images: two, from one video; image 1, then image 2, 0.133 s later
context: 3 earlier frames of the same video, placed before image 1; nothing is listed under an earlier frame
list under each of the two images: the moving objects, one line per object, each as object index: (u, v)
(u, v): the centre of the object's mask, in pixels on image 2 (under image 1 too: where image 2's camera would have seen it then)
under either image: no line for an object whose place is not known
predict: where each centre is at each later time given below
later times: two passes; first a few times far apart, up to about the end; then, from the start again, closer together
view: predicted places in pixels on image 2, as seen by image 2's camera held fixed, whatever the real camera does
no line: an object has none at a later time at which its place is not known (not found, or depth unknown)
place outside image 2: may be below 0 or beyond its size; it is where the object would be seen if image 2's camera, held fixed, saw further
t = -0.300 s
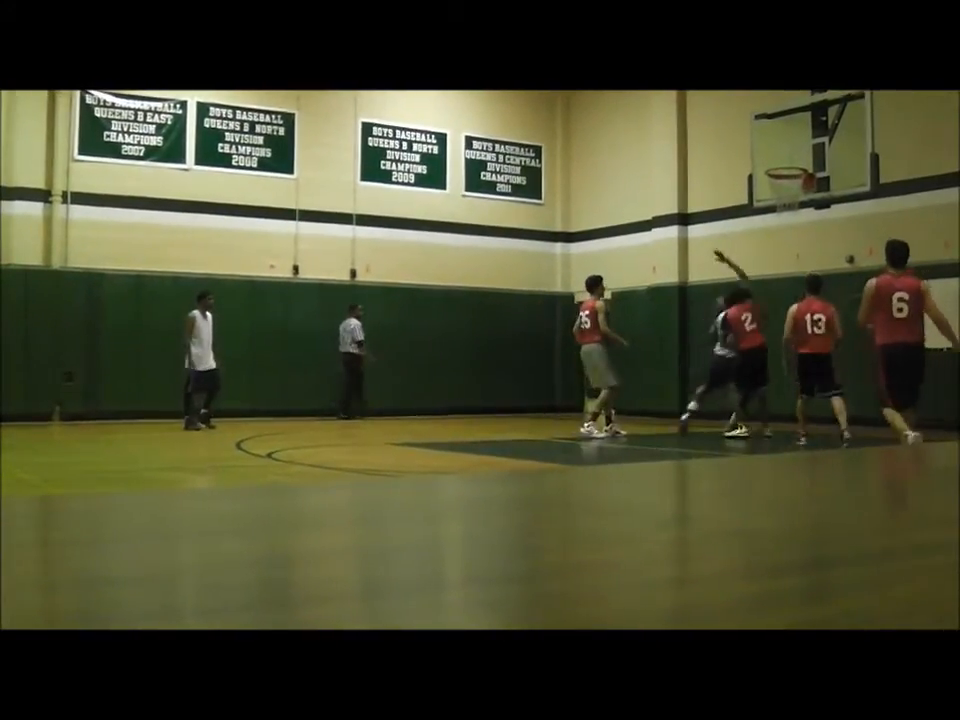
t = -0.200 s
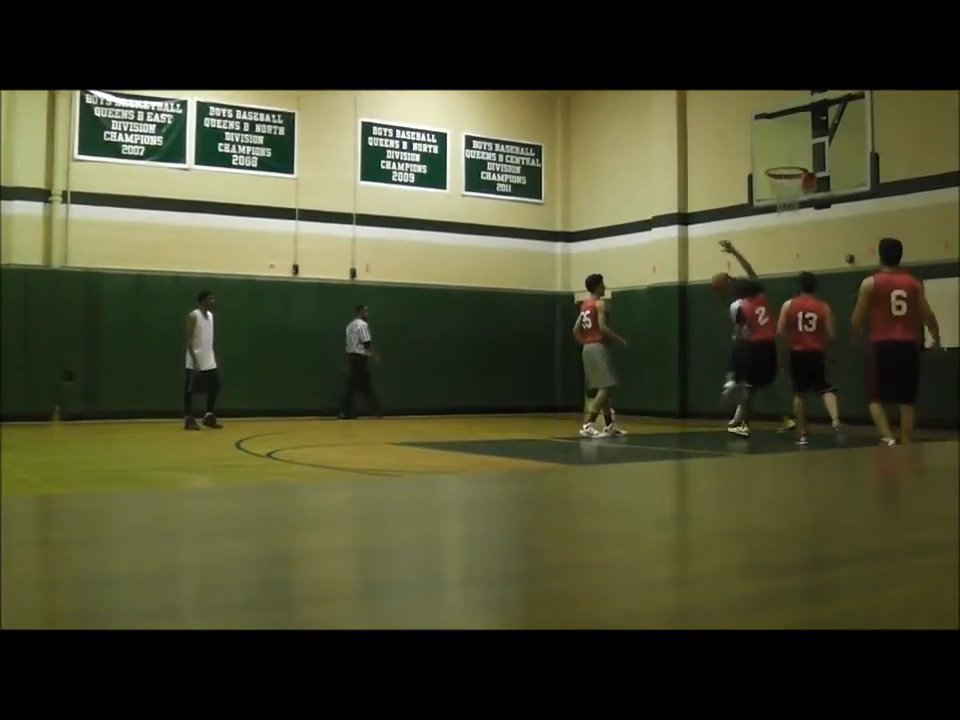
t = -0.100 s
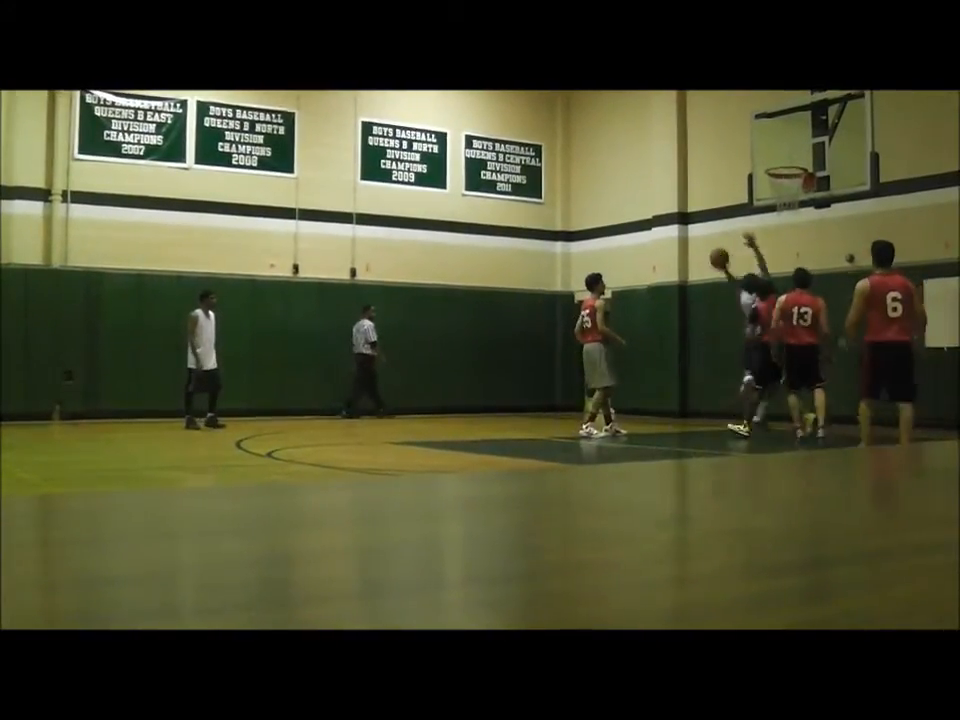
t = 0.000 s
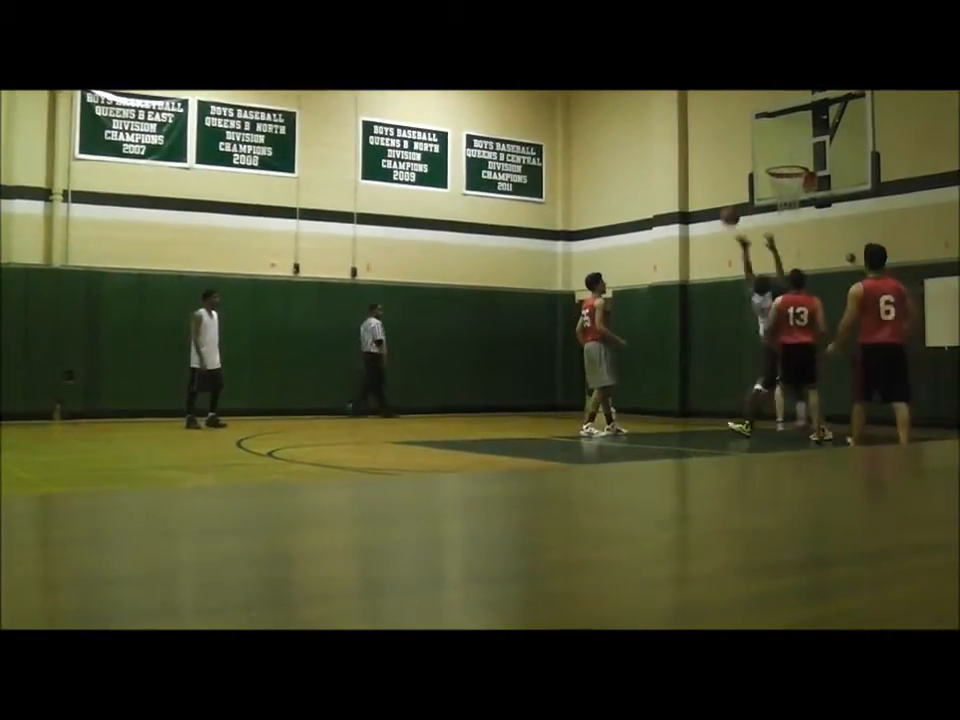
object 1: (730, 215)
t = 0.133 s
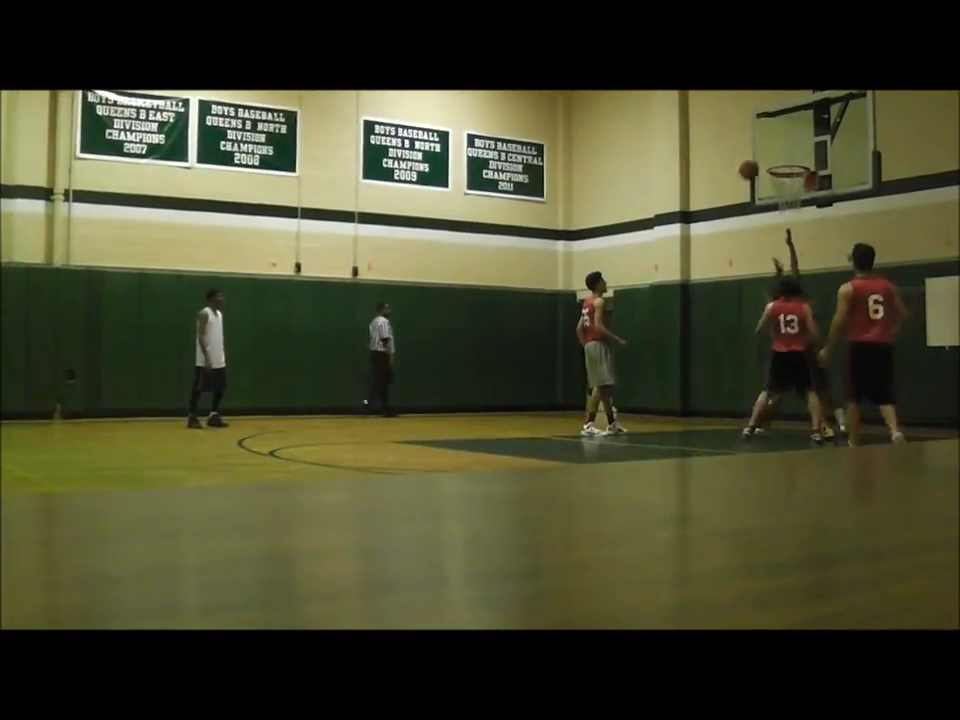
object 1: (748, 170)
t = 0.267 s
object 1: (766, 138)
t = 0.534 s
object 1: (774, 138)
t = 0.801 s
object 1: (774, 144)
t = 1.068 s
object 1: (773, 144)
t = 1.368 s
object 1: (796, 166)
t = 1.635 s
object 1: (776, 188)
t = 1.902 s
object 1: (775, 228)
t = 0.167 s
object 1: (753, 161)
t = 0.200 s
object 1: (757, 153)
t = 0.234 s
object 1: (762, 145)
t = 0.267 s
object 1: (766, 138)
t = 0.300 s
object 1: (771, 133)
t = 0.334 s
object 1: (773, 130)
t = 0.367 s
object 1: (773, 130)
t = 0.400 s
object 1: (773, 130)
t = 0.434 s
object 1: (773, 130)
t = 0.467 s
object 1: (773, 131)
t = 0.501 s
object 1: (773, 134)
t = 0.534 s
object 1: (774, 138)
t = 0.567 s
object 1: (774, 142)
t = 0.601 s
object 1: (774, 147)
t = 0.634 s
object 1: (774, 154)
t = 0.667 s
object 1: (774, 160)
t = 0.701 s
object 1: (774, 158)
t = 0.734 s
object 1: (774, 153)
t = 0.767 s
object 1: (774, 148)
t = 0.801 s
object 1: (774, 144)
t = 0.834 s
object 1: (774, 141)
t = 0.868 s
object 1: (774, 139)
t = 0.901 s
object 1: (774, 138)
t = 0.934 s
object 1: (773, 137)
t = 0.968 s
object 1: (773, 137)
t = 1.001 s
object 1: (773, 138)
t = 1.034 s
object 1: (774, 141)
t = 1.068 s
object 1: (773, 144)
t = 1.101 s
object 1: (774, 149)
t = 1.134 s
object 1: (774, 154)
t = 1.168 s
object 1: (774, 160)
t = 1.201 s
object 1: (776, 161)
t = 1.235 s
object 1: (780, 161)
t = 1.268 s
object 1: (784, 161)
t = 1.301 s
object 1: (788, 161)
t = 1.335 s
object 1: (793, 164)
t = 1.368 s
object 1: (796, 166)
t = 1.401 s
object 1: (795, 166)
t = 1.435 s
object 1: (792, 167)
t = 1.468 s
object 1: (789, 168)
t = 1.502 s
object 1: (786, 171)
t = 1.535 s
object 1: (783, 175)
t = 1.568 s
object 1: (780, 179)
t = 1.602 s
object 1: (778, 184)
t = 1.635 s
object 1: (776, 188)
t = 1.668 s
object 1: (775, 191)
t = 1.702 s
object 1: (775, 194)
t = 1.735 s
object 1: (775, 196)
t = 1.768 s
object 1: (774, 198)
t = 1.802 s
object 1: (775, 206)
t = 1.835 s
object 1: (774, 212)
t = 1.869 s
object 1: (774, 217)
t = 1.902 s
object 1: (775, 228)
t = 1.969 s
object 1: (776, 247)
